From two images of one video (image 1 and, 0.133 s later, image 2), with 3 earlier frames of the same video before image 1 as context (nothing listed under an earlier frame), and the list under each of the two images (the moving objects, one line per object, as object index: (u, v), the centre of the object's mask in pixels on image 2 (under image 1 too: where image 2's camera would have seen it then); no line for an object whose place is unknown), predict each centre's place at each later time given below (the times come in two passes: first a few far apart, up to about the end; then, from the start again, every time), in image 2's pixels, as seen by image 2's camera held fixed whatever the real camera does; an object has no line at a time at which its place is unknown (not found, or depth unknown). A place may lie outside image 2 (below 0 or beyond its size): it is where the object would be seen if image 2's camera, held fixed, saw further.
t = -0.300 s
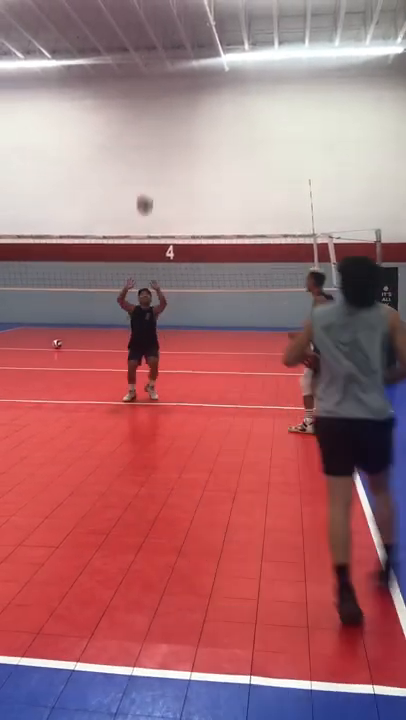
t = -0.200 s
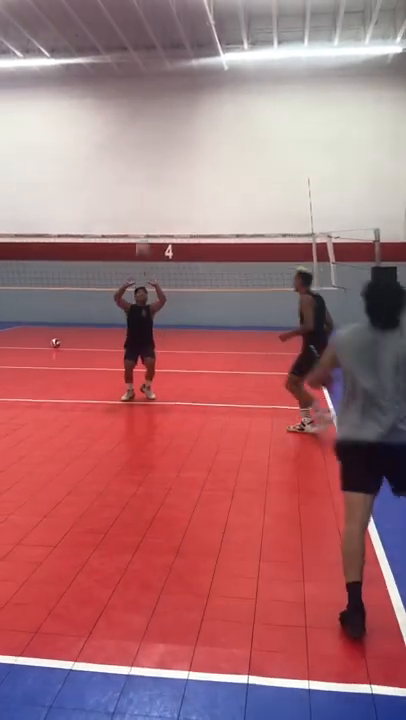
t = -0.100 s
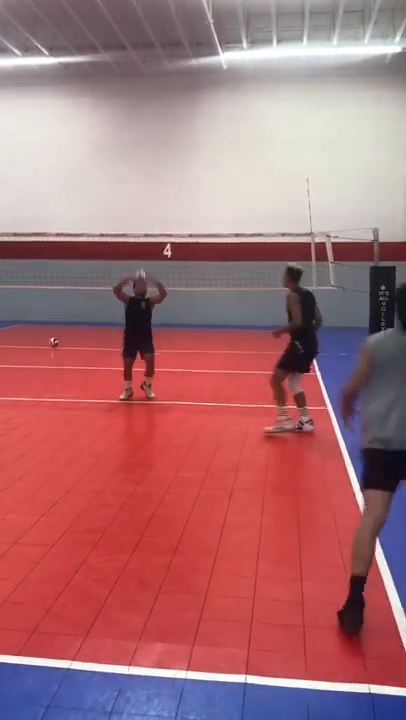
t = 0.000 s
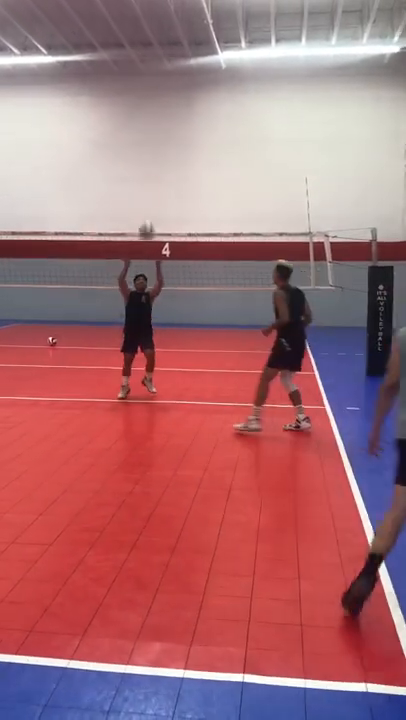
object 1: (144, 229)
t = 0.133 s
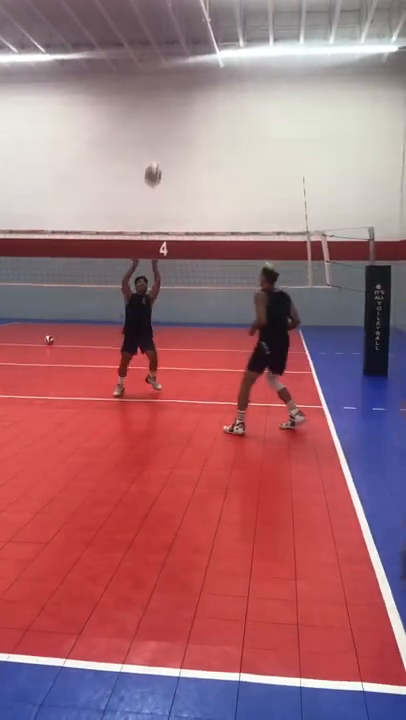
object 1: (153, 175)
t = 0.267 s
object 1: (162, 130)
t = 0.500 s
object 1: (180, 87)
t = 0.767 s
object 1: (200, 92)
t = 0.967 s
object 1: (216, 140)
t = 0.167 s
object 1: (155, 162)
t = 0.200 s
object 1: (158, 151)
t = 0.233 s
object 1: (160, 140)
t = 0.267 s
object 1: (162, 130)
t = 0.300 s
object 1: (165, 122)
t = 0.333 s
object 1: (167, 114)
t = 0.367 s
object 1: (170, 107)
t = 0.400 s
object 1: (172, 101)
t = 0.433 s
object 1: (174, 96)
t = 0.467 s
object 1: (178, 90)
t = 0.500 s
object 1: (180, 87)
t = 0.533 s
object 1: (182, 84)
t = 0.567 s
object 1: (184, 83)
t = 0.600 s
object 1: (187, 82)
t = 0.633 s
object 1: (190, 82)
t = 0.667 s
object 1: (193, 83)
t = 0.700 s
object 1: (195, 85)
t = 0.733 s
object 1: (198, 88)
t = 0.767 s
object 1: (200, 92)
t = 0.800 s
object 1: (203, 98)
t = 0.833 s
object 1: (206, 104)
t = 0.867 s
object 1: (208, 111)
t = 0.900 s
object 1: (210, 120)
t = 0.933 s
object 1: (213, 128)
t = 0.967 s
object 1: (216, 140)
